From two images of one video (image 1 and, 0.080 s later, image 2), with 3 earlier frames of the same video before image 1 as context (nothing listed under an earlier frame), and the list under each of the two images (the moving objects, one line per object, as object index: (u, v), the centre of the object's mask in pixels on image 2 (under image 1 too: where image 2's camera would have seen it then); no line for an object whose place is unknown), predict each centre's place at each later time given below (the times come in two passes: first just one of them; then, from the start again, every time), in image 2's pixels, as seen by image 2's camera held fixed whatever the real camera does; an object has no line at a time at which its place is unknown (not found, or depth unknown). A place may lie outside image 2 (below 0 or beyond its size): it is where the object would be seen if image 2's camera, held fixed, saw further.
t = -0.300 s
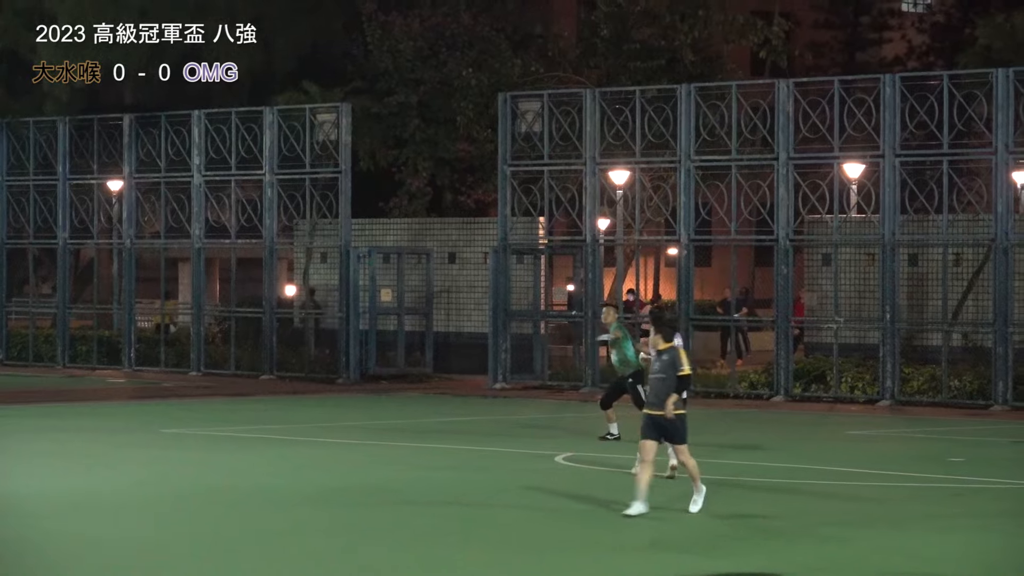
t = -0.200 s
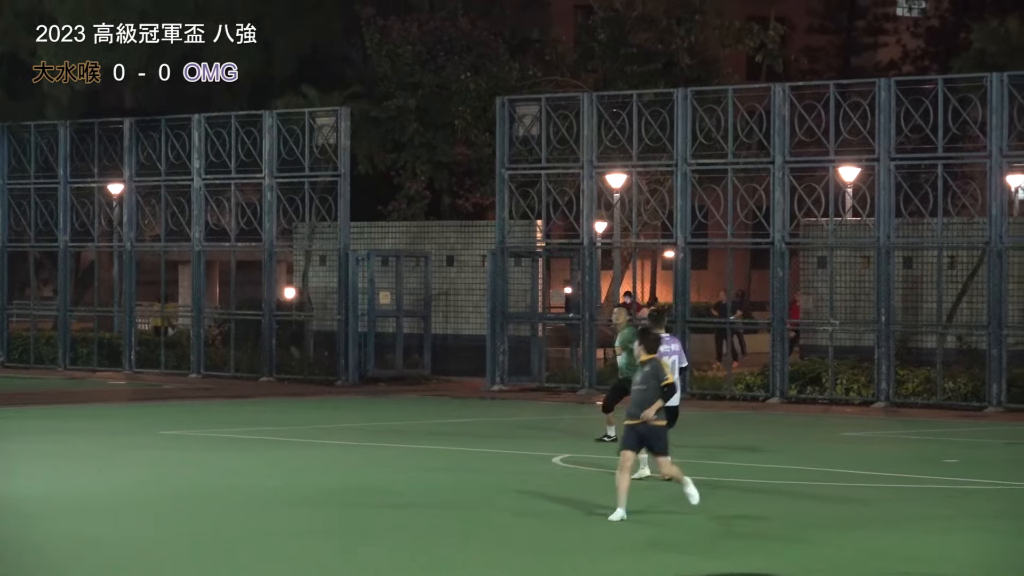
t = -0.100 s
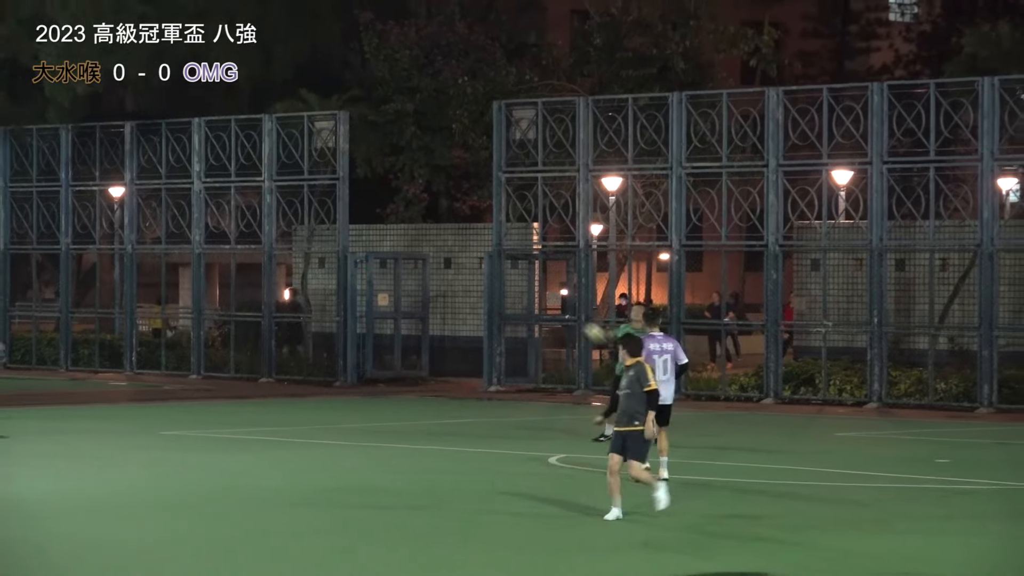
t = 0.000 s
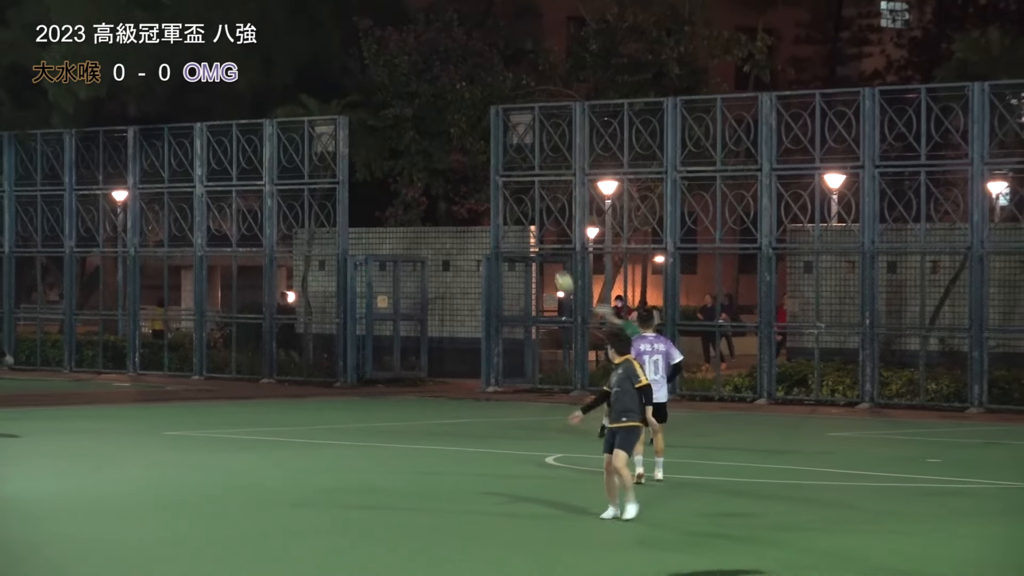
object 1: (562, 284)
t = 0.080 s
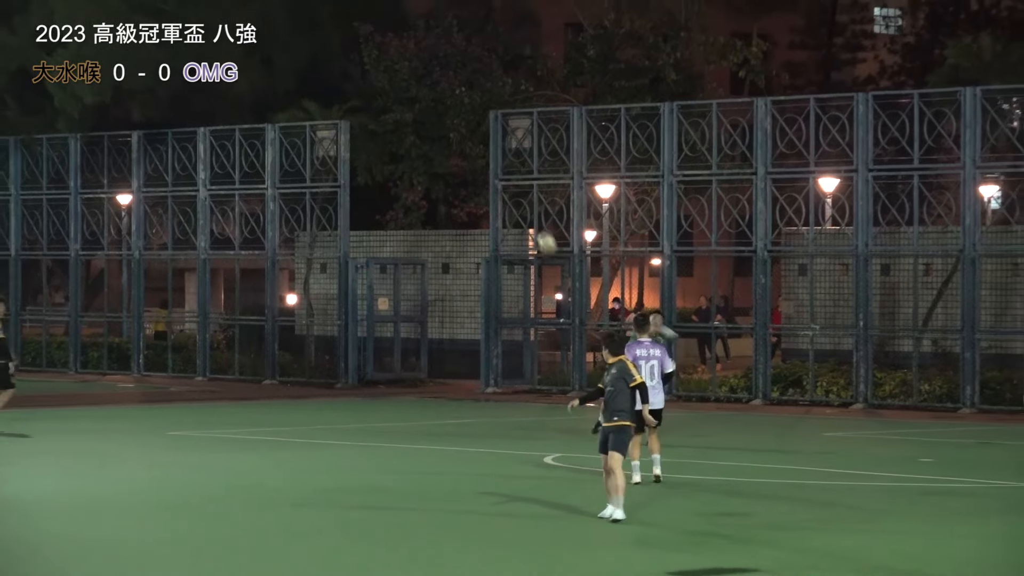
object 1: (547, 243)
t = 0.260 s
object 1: (504, 161)
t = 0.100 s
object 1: (543, 233)
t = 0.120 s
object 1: (537, 223)
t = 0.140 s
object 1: (533, 213)
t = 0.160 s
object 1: (528, 204)
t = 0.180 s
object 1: (524, 194)
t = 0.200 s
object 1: (519, 186)
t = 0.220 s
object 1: (514, 177)
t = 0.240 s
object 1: (509, 169)
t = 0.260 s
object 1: (504, 161)
